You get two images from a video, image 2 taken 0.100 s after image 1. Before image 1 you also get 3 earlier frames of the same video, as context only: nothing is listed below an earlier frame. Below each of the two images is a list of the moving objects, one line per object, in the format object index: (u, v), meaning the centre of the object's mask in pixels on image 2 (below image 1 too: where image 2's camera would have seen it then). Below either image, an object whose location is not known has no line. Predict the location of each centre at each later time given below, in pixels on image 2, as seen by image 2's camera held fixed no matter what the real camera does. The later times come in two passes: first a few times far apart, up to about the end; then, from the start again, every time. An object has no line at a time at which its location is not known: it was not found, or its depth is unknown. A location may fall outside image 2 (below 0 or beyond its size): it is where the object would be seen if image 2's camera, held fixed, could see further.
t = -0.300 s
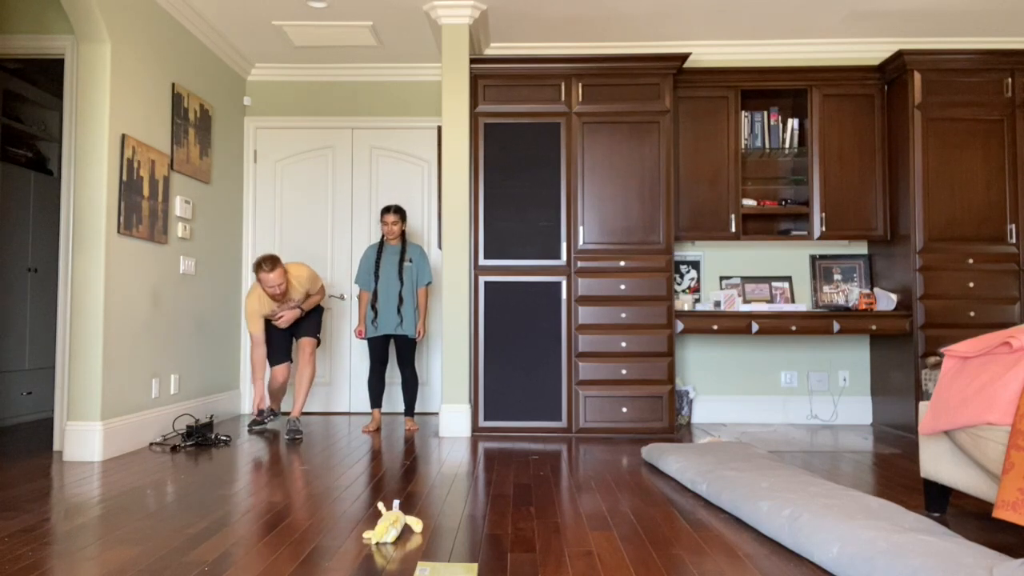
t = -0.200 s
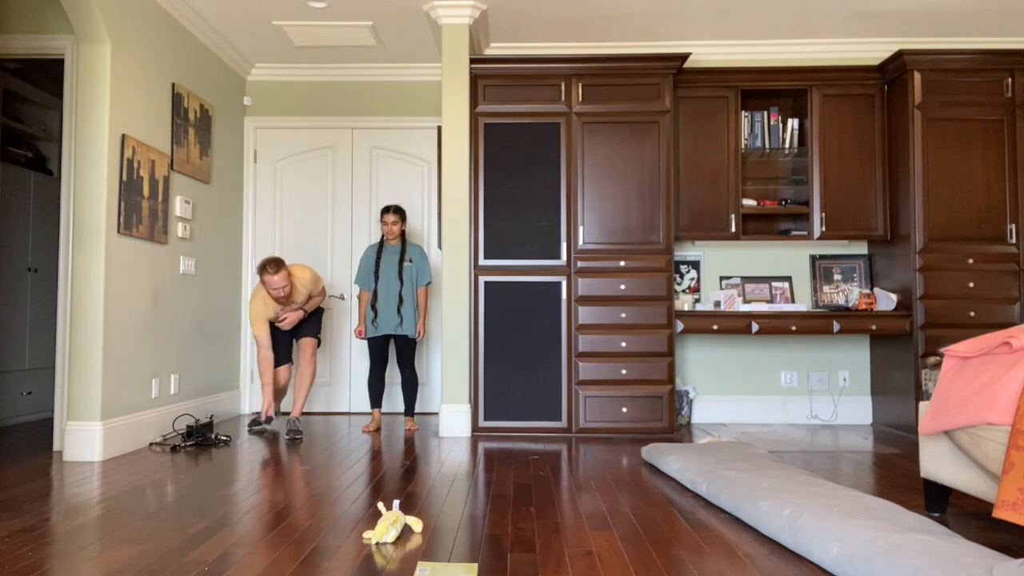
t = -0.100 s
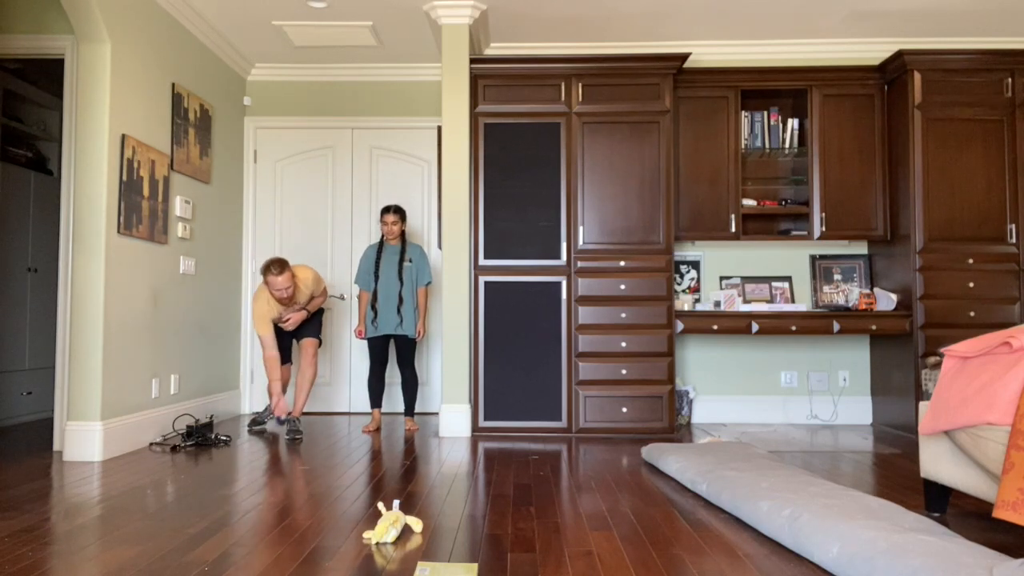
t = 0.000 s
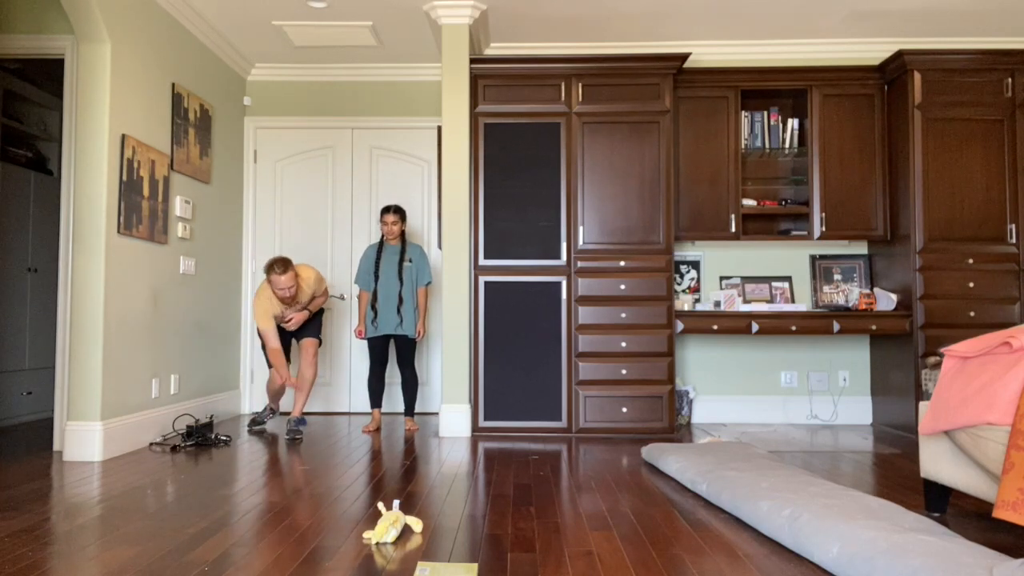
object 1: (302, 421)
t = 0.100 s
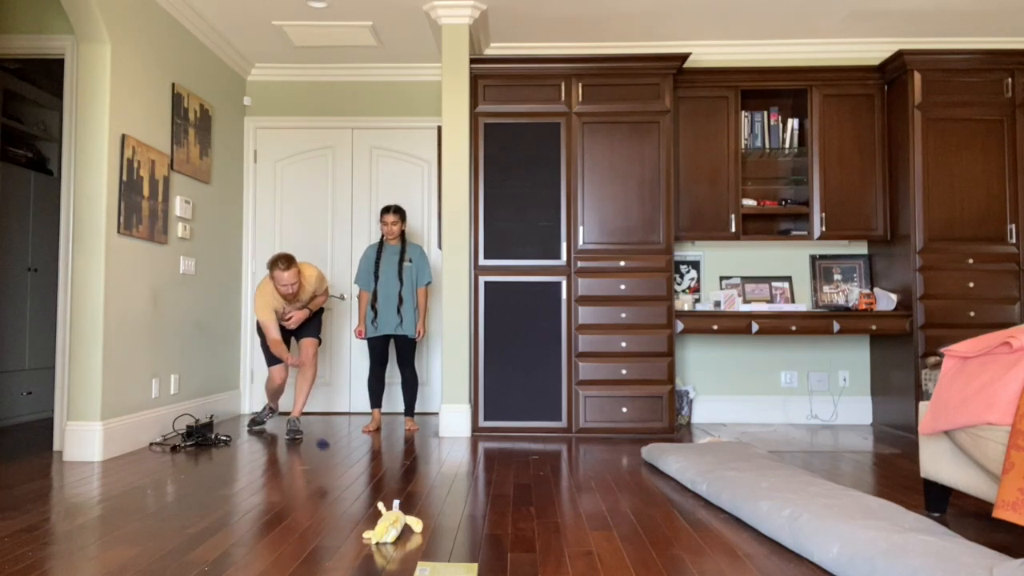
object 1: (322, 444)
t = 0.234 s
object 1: (352, 472)
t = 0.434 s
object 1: (396, 488)
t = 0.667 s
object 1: (435, 514)
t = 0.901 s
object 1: (458, 529)
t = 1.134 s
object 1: (481, 545)
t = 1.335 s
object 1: (496, 551)
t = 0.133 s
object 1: (329, 457)
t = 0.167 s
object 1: (338, 472)
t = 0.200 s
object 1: (345, 470)
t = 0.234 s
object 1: (352, 472)
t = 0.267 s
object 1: (359, 473)
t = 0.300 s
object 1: (367, 479)
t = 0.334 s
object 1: (375, 486)
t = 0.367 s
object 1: (382, 484)
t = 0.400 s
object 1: (391, 483)
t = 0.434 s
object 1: (396, 488)
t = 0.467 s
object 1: (403, 494)
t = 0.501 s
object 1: (410, 502)
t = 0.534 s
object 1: (415, 500)
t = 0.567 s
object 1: (420, 499)
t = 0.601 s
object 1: (426, 503)
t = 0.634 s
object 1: (431, 508)
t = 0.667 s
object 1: (435, 514)
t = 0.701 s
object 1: (438, 514)
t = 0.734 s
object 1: (441, 515)
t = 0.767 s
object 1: (444, 519)
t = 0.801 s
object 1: (447, 524)
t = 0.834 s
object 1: (450, 526)
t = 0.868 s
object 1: (454, 528)
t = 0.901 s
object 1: (458, 529)
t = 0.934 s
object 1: (460, 528)
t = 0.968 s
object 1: (463, 531)
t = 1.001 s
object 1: (467, 536)
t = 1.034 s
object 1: (470, 538)
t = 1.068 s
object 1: (474, 540)
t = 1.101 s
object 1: (477, 543)
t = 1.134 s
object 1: (481, 545)
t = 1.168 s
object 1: (486, 546)
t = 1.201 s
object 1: (489, 545)
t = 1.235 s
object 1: (491, 546)
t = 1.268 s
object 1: (494, 548)
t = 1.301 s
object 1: (496, 549)
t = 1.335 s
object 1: (496, 551)
